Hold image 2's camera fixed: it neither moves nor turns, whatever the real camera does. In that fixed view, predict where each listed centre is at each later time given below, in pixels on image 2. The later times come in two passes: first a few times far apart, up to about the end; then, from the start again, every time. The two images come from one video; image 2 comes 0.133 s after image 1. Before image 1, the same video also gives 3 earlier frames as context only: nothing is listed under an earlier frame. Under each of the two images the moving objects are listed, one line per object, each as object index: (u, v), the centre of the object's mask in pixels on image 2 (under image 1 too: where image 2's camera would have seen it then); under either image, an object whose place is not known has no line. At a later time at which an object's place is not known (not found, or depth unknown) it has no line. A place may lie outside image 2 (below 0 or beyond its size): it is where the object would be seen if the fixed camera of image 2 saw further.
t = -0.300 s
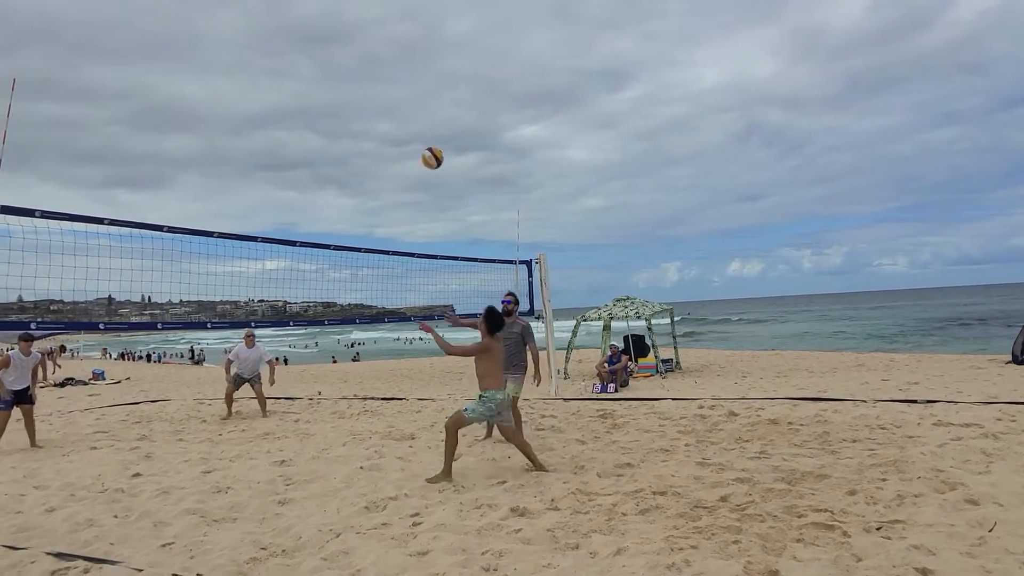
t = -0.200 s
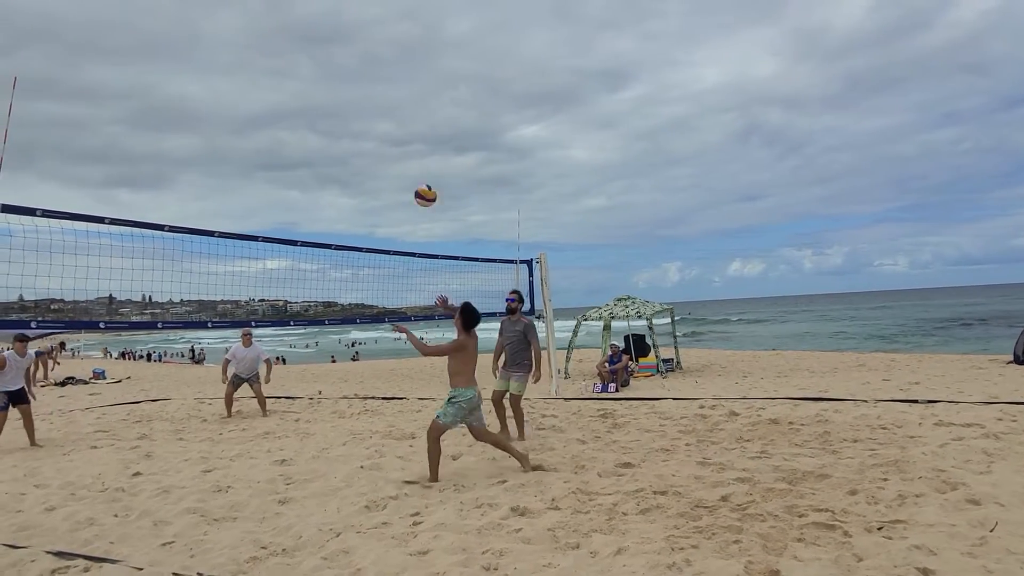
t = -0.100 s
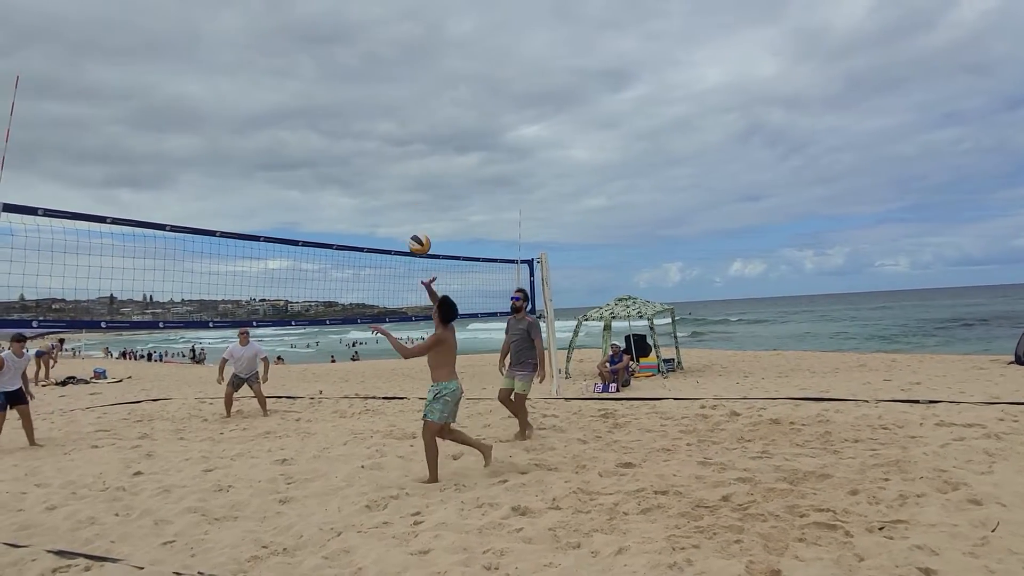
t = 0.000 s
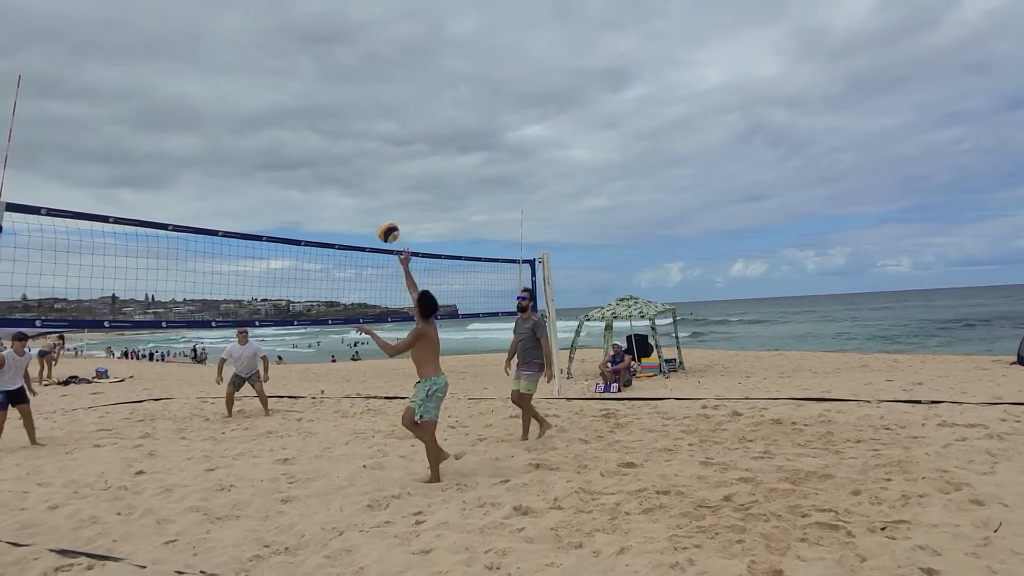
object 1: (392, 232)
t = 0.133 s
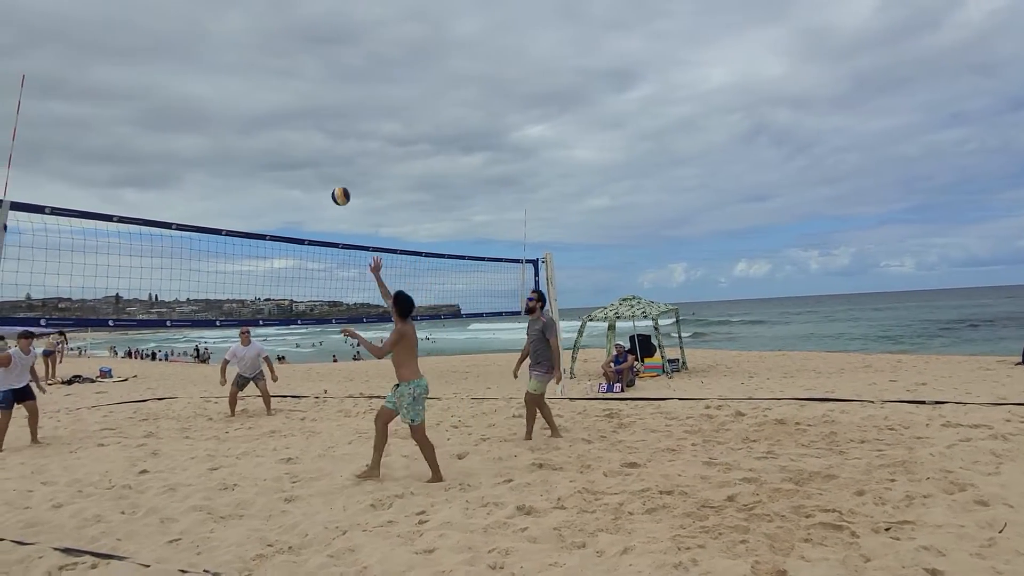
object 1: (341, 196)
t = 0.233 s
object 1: (309, 183)
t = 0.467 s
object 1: (251, 189)
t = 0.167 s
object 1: (330, 190)
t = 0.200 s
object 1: (319, 186)
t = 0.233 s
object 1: (309, 183)
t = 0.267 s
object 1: (299, 181)
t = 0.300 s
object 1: (290, 180)
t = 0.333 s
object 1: (281, 180)
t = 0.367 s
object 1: (273, 181)
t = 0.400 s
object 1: (265, 183)
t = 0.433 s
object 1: (258, 185)
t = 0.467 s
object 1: (251, 189)
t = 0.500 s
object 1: (244, 193)
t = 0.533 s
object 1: (238, 197)
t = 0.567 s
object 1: (232, 202)
